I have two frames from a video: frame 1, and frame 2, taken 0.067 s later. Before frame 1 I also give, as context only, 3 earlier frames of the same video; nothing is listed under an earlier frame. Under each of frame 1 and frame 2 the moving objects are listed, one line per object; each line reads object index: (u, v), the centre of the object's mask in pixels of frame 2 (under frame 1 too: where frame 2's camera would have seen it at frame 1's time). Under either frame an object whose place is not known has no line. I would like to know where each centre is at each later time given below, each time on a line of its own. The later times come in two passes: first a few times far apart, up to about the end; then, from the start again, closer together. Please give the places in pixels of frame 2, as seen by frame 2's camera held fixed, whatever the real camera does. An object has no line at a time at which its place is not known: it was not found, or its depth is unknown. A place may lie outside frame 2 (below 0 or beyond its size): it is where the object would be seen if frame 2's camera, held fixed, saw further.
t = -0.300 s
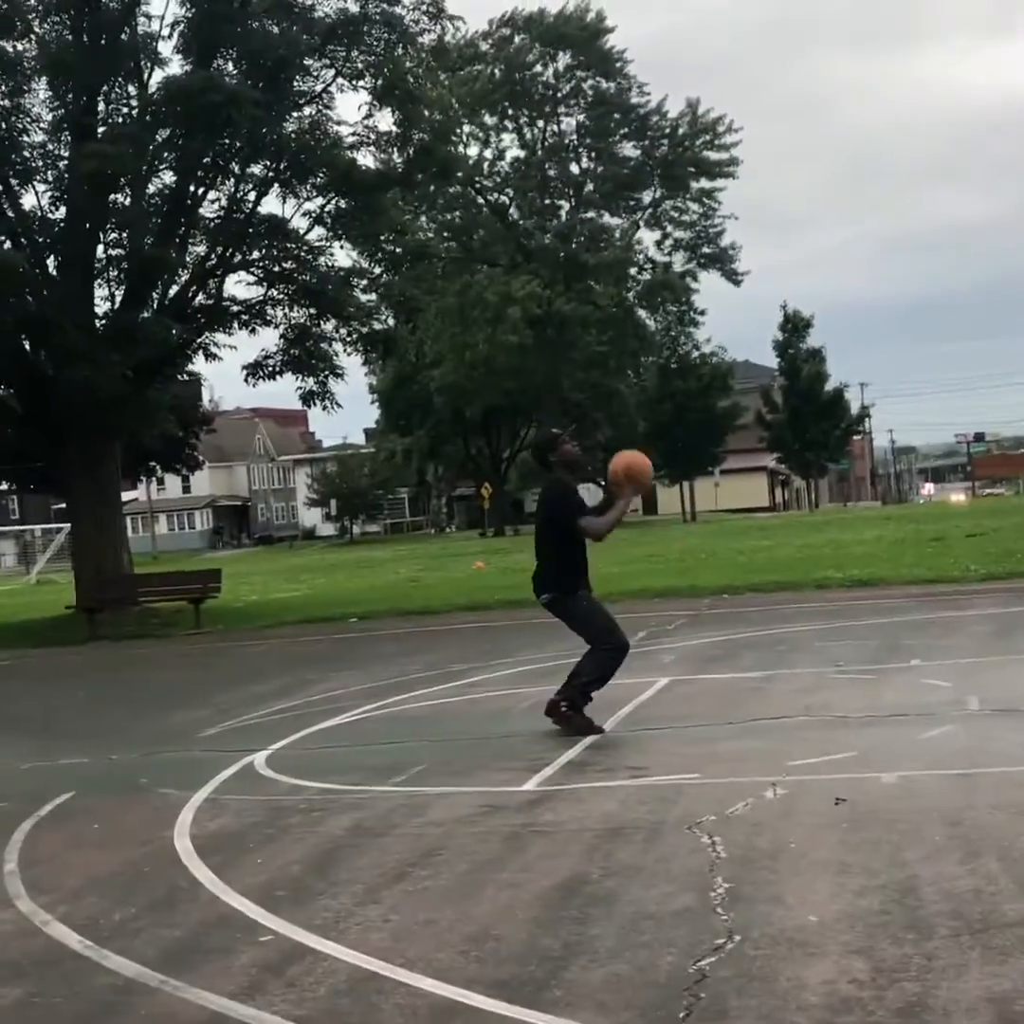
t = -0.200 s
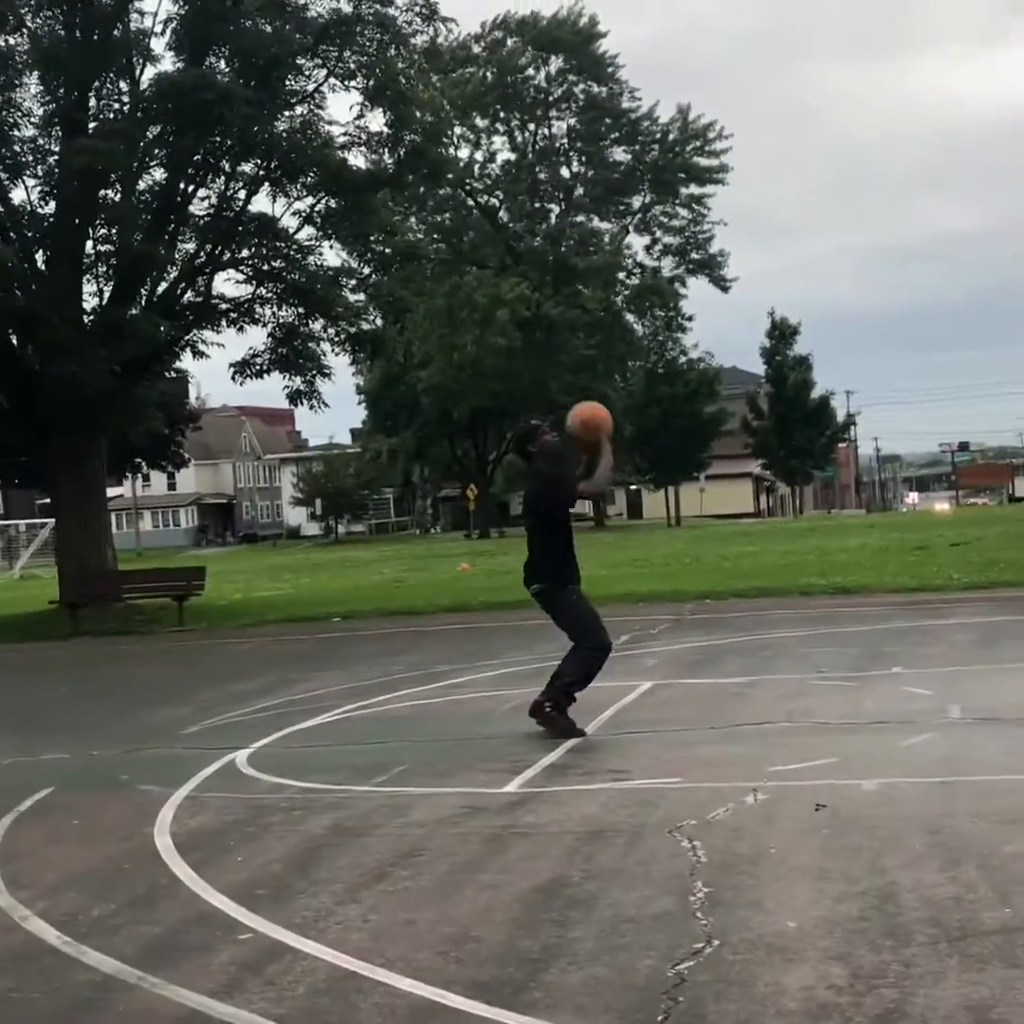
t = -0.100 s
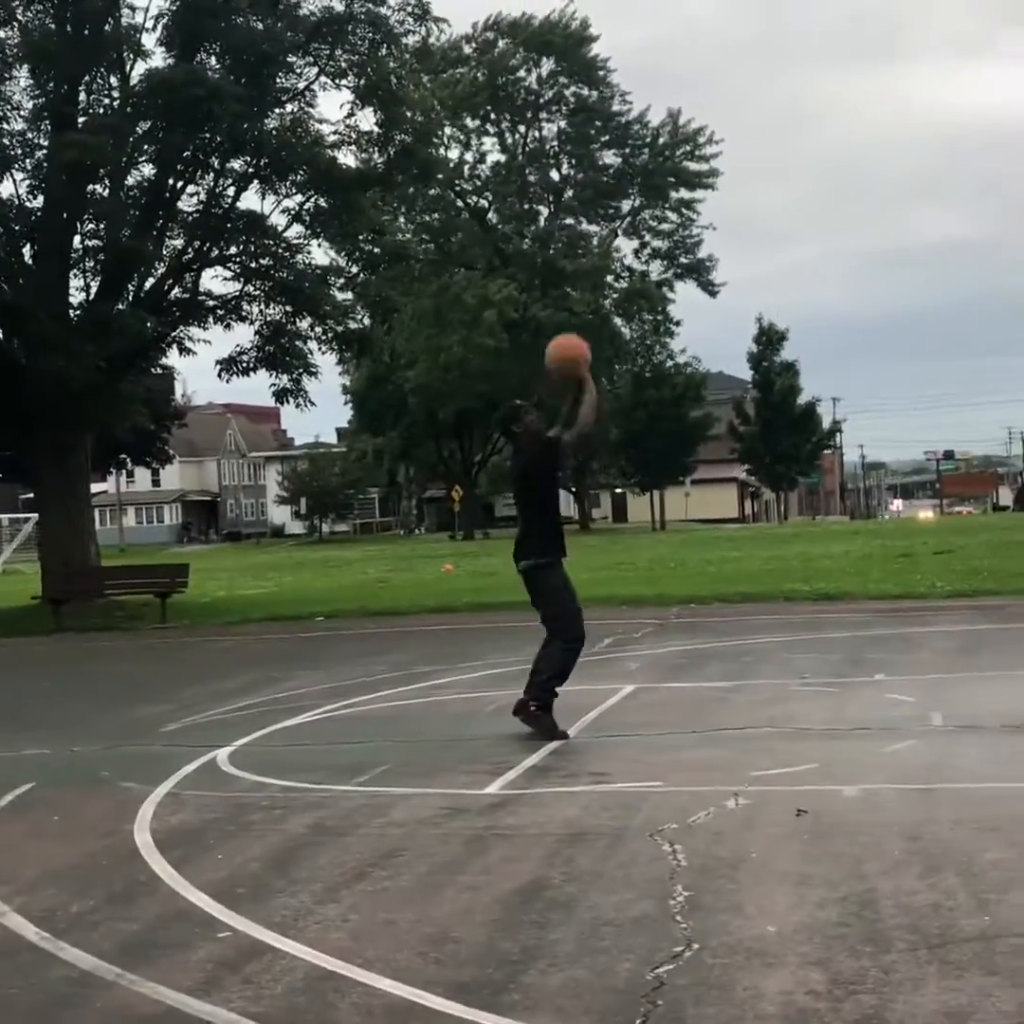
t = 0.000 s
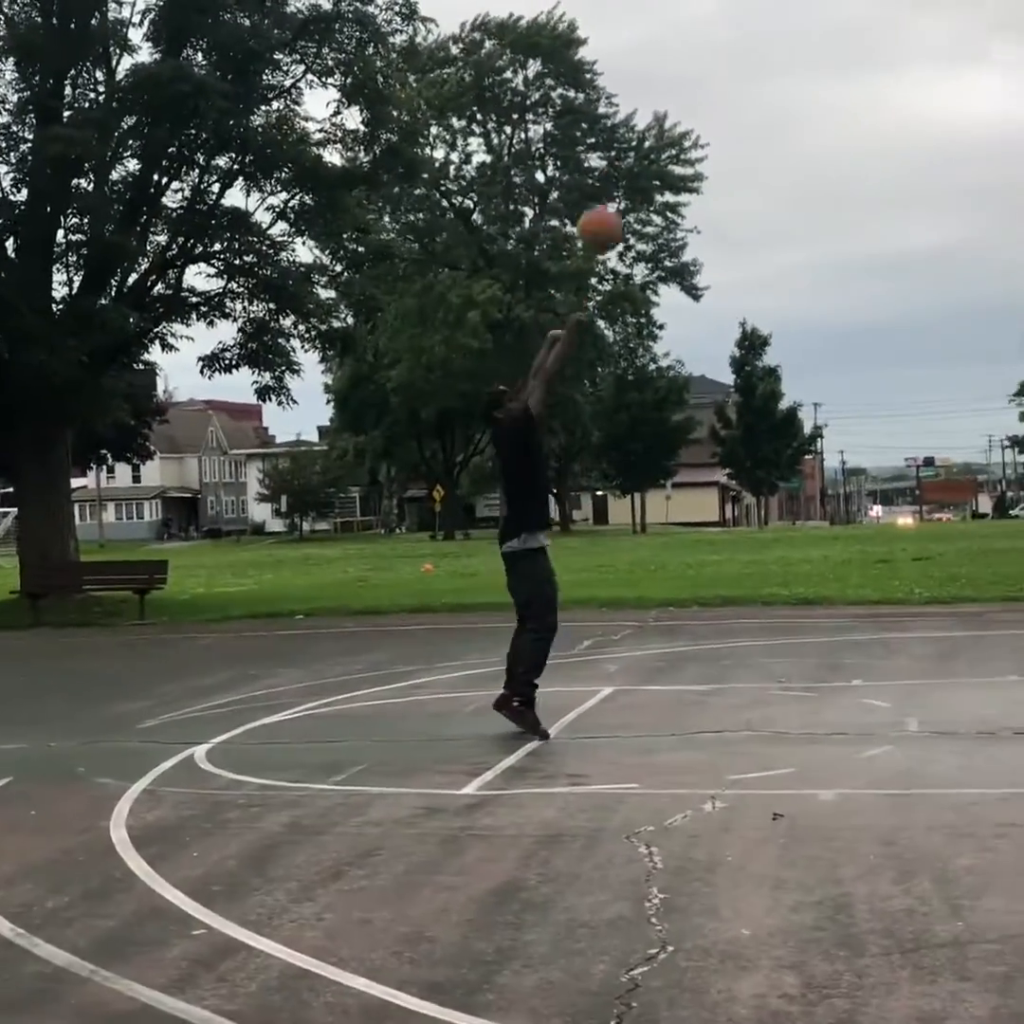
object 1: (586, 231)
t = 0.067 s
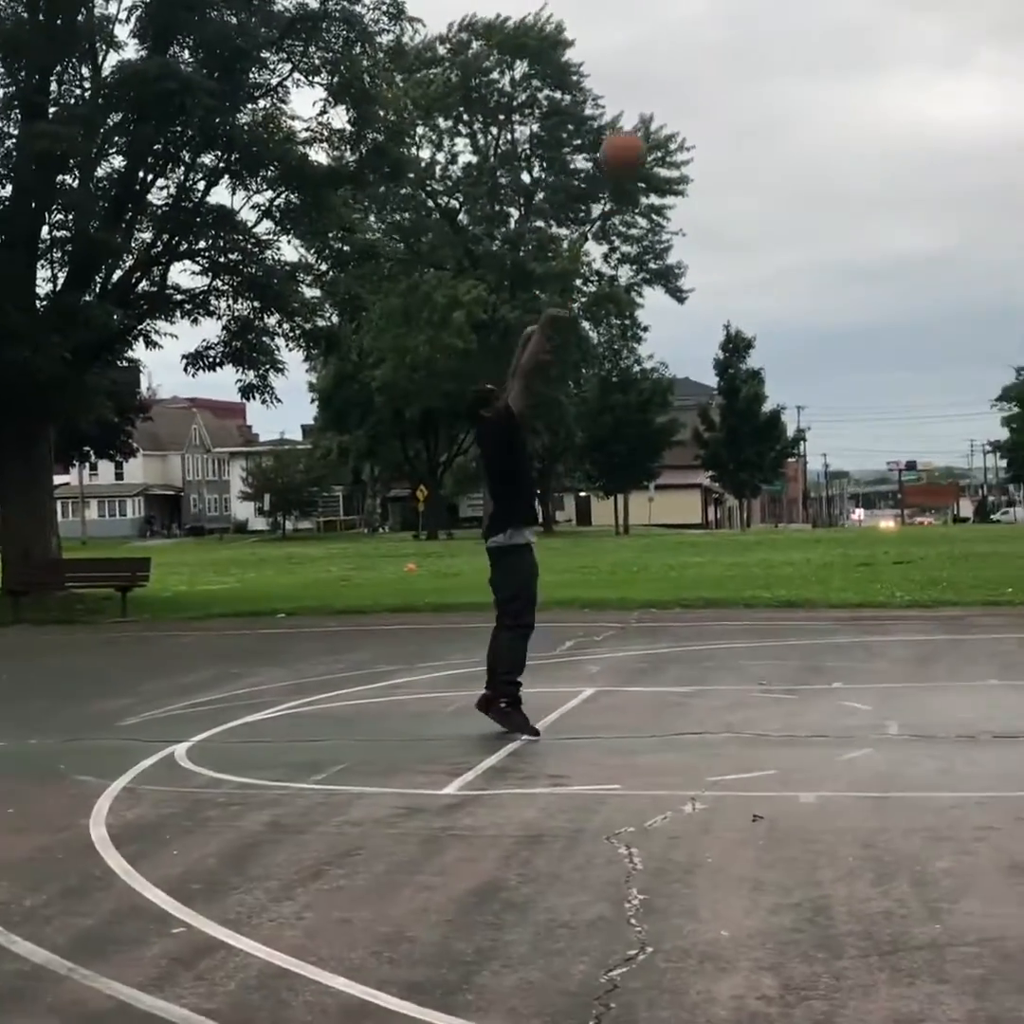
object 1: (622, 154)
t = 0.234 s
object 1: (720, 3)
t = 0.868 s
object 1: (1117, -98)
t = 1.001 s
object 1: (1206, -36)
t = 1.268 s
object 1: (1275, -19)
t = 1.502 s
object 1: (1201, -34)
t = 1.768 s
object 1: (1128, 75)
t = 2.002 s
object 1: (1069, 268)
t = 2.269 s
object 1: (1013, 578)
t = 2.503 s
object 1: (999, 532)
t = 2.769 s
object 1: (1000, 391)
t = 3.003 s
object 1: (1005, 369)
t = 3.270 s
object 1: (1014, 451)
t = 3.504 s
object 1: (1032, 612)
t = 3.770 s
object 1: (1033, 553)
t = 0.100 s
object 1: (643, 117)
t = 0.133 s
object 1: (661, 84)
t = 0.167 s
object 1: (681, 53)
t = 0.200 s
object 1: (700, 23)
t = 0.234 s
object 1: (720, 3)
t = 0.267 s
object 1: (740, -11)
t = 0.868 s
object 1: (1117, -98)
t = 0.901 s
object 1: (1139, -94)
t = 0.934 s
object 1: (1161, -79)
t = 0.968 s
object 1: (1183, -60)
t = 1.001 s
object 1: (1206, -36)
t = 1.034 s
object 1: (1229, -10)
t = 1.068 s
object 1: (1252, 18)
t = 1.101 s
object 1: (1274, 44)
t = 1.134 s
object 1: (1288, 45)
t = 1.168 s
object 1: (1299, 26)
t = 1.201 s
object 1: (1298, 7)
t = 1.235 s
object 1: (1286, -8)
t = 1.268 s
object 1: (1275, -19)
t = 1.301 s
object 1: (1263, -28)
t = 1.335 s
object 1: (1252, -35)
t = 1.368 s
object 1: (1242, -40)
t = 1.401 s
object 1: (1232, -42)
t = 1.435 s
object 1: (1222, -42)
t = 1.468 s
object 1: (1212, -39)
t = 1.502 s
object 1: (1201, -34)
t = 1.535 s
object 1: (1191, -28)
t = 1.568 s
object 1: (1181, -19)
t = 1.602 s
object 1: (1171, -9)
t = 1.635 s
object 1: (1163, 4)
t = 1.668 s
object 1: (1154, 19)
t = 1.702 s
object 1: (1145, 36)
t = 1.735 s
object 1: (1137, 54)
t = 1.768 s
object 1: (1128, 75)
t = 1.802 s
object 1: (1119, 98)
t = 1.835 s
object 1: (1110, 122)
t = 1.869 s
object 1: (1102, 147)
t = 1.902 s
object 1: (1093, 175)
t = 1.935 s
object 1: (1086, 203)
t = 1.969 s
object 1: (1077, 235)
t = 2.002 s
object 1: (1069, 268)
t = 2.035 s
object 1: (1062, 301)
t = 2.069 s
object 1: (1054, 334)
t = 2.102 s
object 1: (1045, 372)
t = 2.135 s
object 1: (1038, 414)
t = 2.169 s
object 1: (1031, 450)
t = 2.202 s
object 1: (1024, 491)
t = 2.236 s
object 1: (1019, 535)
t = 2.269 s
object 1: (1013, 578)
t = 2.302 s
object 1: (1010, 622)
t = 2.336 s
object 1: (1003, 670)
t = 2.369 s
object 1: (1002, 649)
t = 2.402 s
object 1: (1002, 616)
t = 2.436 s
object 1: (1000, 586)
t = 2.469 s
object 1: (1000, 558)
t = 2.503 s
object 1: (999, 532)
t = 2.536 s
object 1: (998, 507)
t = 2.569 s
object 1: (997, 482)
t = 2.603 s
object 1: (997, 464)
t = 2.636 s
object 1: (997, 447)
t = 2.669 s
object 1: (997, 430)
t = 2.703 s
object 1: (998, 415)
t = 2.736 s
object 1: (1000, 403)
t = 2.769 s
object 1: (1000, 391)
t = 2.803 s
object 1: (1000, 383)
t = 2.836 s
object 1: (1002, 377)
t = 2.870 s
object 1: (1003, 372)
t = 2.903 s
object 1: (1004, 368)
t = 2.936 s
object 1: (1004, 367)
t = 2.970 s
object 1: (1005, 367)
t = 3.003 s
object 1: (1005, 369)
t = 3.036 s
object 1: (1006, 372)
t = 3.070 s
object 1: (1007, 379)
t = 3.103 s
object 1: (1008, 386)
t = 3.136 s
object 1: (1010, 395)
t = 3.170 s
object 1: (1011, 406)
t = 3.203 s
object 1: (1012, 419)
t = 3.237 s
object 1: (1014, 432)
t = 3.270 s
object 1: (1014, 451)
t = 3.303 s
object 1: (1014, 469)
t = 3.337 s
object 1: (1020, 488)
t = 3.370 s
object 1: (1020, 510)
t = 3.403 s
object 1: (1023, 534)
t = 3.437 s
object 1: (1025, 558)
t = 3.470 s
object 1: (1028, 584)
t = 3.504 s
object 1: (1032, 612)
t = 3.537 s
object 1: (1036, 641)
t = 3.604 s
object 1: (1037, 637)
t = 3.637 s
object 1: (1036, 617)
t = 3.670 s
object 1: (1034, 598)
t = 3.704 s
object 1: (1034, 581)
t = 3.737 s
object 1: (1034, 566)
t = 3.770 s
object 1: (1033, 553)
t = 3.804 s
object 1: (1033, 541)
